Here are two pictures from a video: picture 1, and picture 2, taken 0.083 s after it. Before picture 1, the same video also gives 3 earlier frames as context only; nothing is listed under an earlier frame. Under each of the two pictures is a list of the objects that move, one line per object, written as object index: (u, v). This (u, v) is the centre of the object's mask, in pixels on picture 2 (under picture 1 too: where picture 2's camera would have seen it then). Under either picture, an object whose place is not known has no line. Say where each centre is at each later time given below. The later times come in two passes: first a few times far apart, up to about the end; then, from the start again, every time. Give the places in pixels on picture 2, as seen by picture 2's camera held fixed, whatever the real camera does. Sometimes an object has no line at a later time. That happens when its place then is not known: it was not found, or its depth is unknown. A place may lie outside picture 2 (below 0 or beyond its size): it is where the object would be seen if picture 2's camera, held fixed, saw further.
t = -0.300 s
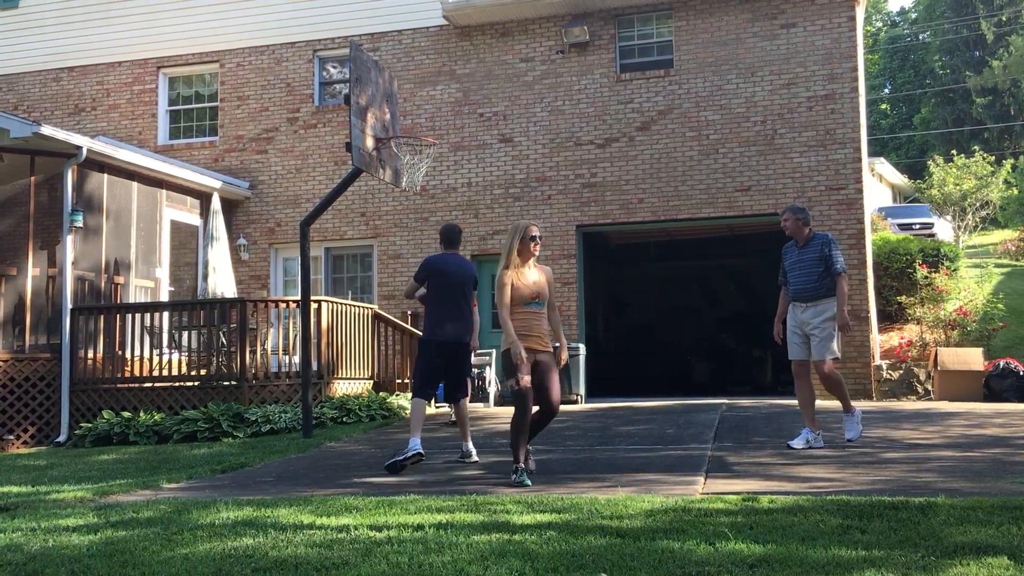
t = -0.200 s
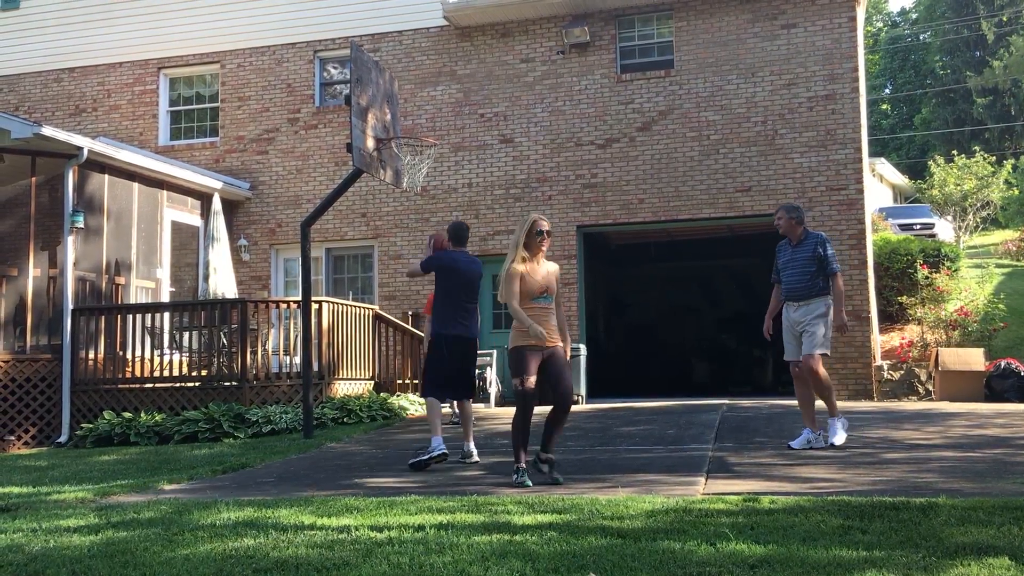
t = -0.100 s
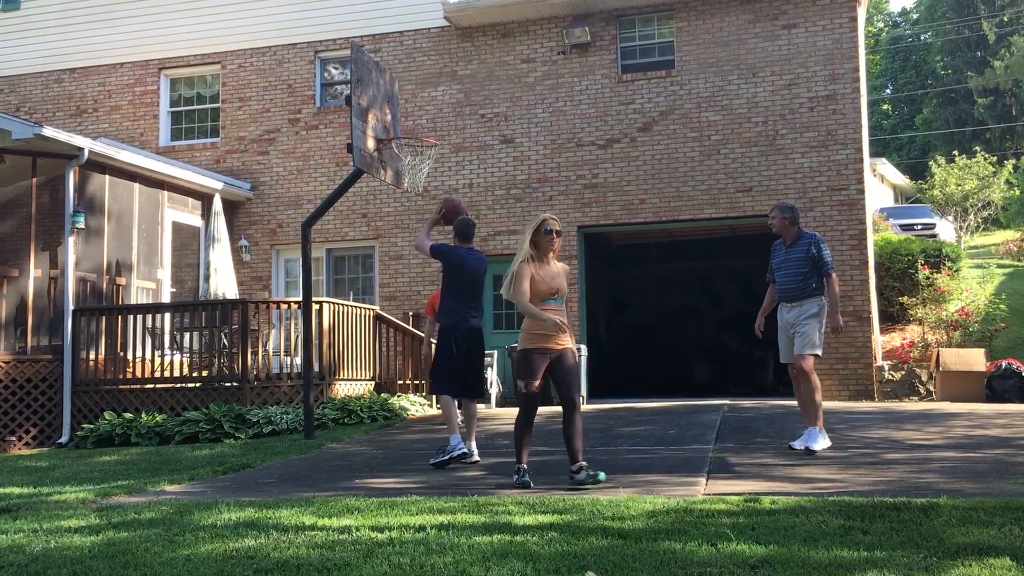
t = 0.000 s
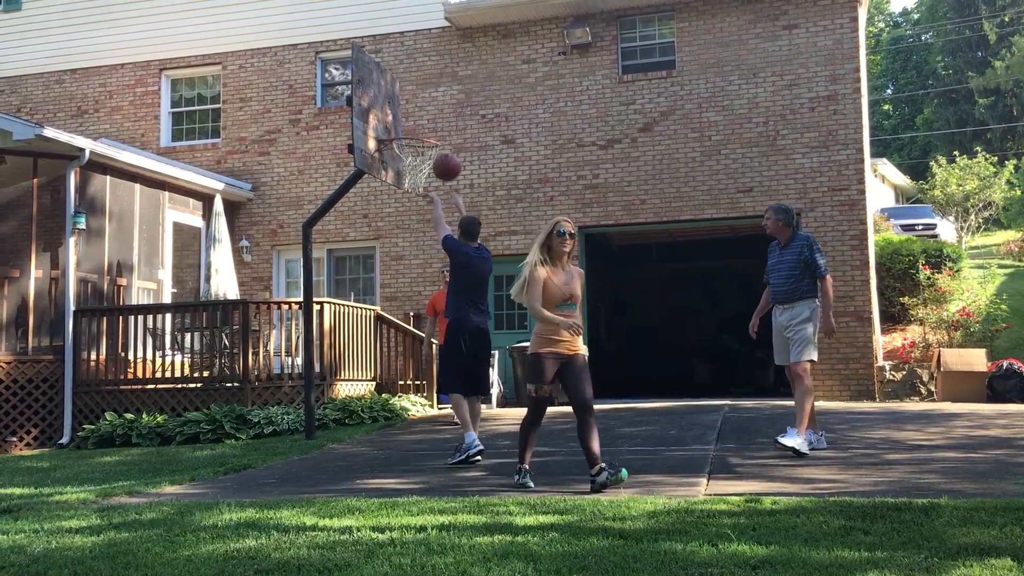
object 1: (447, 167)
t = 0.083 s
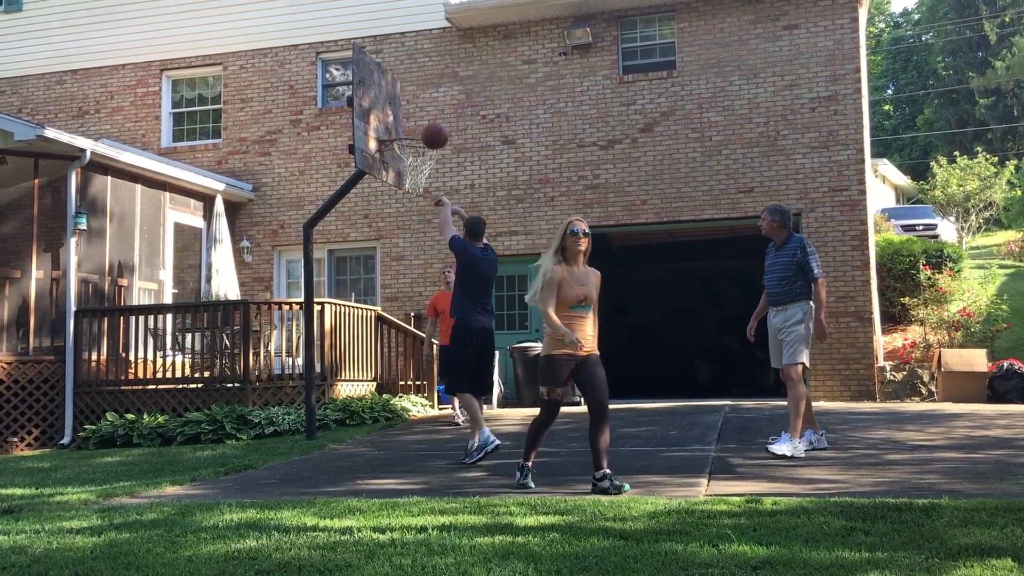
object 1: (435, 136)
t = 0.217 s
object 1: (416, 104)
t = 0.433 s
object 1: (388, 94)
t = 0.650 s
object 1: (401, 126)
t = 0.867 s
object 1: (431, 131)
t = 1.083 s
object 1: (435, 132)
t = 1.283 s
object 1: (441, 135)
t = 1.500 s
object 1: (449, 159)
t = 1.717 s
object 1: (459, 225)
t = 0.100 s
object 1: (432, 131)
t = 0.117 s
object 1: (430, 126)
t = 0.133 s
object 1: (427, 121)
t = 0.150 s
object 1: (425, 117)
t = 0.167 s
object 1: (423, 114)
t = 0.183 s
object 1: (421, 110)
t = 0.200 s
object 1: (418, 107)
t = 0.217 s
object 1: (416, 104)
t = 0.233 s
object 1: (414, 101)
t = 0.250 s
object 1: (412, 99)
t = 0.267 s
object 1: (409, 97)
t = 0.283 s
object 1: (407, 96)
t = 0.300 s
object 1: (405, 95)
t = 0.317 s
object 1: (403, 93)
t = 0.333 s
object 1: (401, 93)
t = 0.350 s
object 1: (399, 93)
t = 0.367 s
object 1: (397, 92)
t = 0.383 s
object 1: (394, 92)
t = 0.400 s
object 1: (393, 93)
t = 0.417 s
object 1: (390, 93)
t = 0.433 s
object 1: (388, 94)
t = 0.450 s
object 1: (386, 95)
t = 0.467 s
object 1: (385, 97)
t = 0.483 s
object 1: (382, 99)
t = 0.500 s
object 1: (381, 100)
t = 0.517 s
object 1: (379, 102)
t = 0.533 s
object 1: (378, 105)
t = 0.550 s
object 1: (382, 107)
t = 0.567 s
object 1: (385, 110)
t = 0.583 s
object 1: (389, 113)
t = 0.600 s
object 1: (392, 115)
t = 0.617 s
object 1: (395, 118)
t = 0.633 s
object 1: (398, 122)
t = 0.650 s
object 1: (401, 126)
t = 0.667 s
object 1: (404, 127)
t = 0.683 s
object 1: (407, 127)
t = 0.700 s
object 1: (410, 127)
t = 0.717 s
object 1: (412, 127)
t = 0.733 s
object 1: (415, 128)
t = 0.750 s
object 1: (419, 129)
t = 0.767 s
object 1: (421, 130)
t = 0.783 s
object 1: (425, 131)
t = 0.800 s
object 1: (427, 132)
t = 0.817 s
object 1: (430, 133)
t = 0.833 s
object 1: (430, 132)
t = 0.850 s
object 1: (430, 132)
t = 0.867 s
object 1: (431, 131)
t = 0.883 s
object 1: (431, 131)
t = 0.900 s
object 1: (431, 131)
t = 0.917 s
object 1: (432, 131)
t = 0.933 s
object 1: (432, 131)
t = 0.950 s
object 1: (432, 132)
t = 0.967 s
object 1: (433, 133)
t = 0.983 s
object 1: (433, 133)
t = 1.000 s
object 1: (434, 133)
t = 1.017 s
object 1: (434, 132)
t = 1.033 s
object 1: (434, 132)
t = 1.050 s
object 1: (434, 132)
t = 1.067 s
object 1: (435, 132)
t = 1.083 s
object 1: (435, 132)
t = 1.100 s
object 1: (435, 132)
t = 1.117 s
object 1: (436, 132)
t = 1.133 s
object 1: (436, 132)
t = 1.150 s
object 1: (437, 133)
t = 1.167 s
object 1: (437, 133)
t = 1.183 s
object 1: (438, 133)
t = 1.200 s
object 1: (438, 133)
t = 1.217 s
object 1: (438, 133)
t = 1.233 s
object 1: (439, 134)
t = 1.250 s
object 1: (439, 134)
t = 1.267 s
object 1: (440, 134)
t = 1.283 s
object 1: (441, 135)
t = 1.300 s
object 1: (442, 135)
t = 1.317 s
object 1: (442, 137)
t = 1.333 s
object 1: (443, 137)
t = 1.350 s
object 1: (444, 139)
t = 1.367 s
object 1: (445, 140)
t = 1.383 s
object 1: (446, 142)
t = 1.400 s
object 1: (447, 144)
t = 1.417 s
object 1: (447, 145)
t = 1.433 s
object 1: (448, 148)
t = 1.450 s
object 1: (449, 151)
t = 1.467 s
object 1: (449, 153)
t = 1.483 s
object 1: (449, 156)
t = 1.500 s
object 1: (449, 159)
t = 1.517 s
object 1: (450, 163)
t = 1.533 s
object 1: (451, 167)
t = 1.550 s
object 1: (452, 171)
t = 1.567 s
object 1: (452, 175)
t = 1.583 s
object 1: (453, 179)
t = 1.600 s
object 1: (454, 184)
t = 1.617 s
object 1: (455, 189)
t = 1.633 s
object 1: (455, 195)
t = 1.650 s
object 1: (456, 200)
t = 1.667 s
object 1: (457, 206)
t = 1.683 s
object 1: (457, 212)
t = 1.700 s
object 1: (458, 219)
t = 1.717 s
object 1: (459, 225)
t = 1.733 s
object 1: (460, 232)
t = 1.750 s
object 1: (461, 239)
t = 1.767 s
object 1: (461, 246)
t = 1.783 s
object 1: (462, 254)
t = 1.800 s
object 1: (463, 262)
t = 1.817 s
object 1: (463, 270)
